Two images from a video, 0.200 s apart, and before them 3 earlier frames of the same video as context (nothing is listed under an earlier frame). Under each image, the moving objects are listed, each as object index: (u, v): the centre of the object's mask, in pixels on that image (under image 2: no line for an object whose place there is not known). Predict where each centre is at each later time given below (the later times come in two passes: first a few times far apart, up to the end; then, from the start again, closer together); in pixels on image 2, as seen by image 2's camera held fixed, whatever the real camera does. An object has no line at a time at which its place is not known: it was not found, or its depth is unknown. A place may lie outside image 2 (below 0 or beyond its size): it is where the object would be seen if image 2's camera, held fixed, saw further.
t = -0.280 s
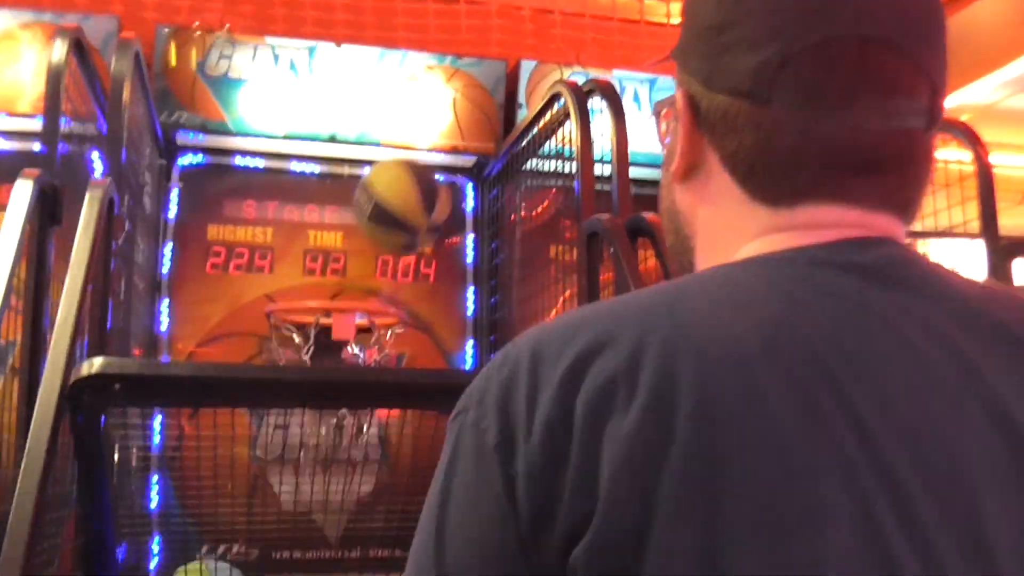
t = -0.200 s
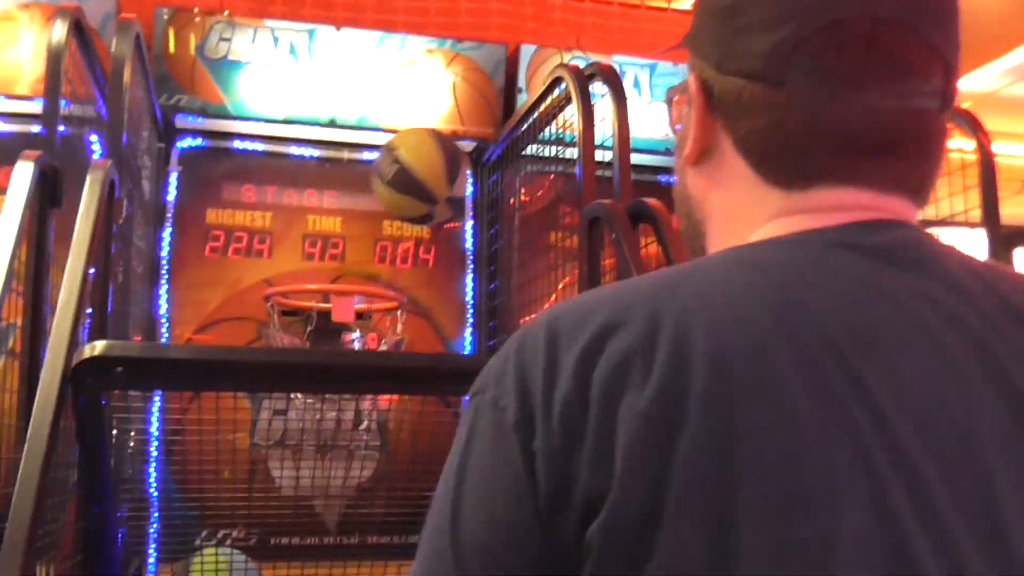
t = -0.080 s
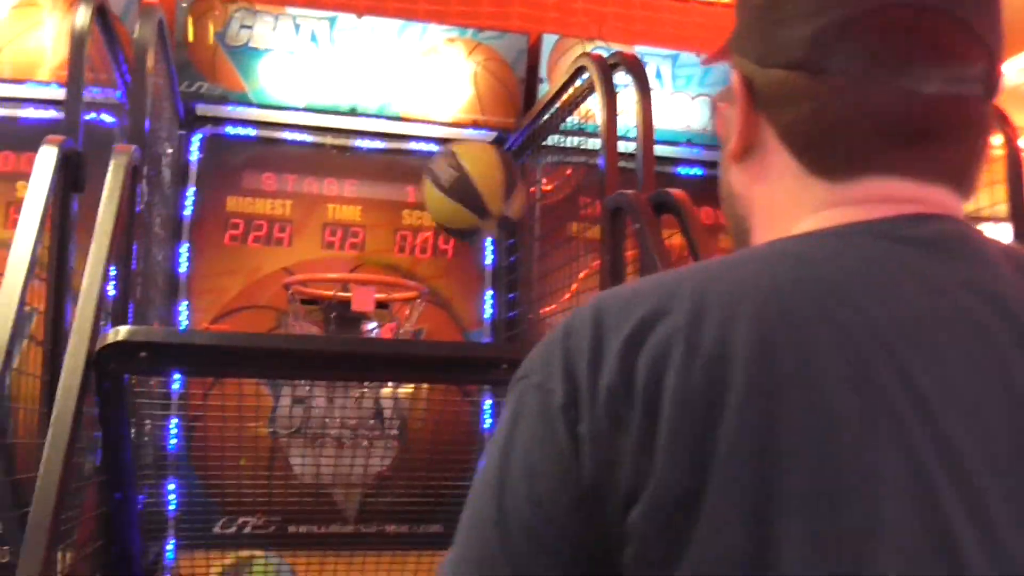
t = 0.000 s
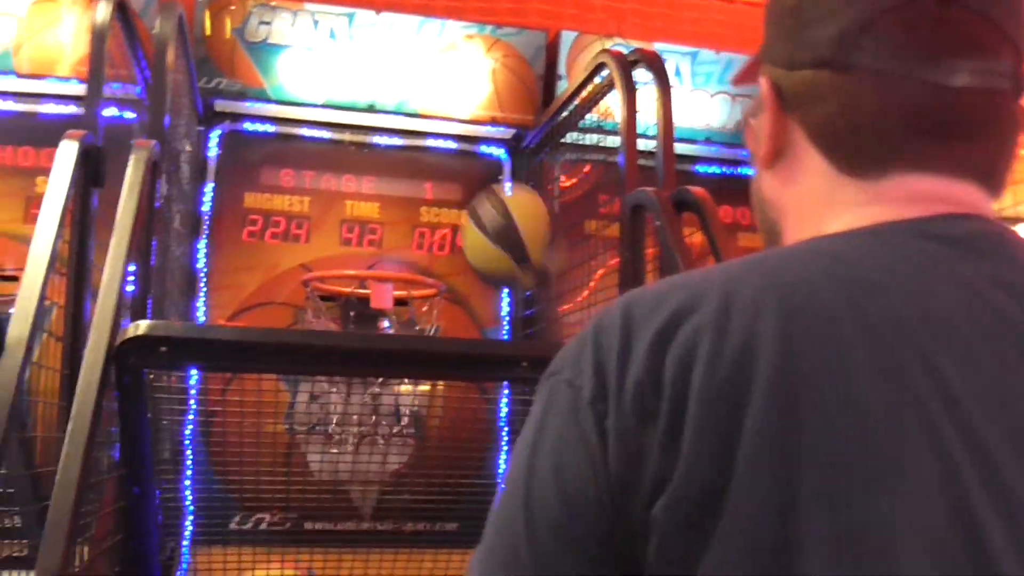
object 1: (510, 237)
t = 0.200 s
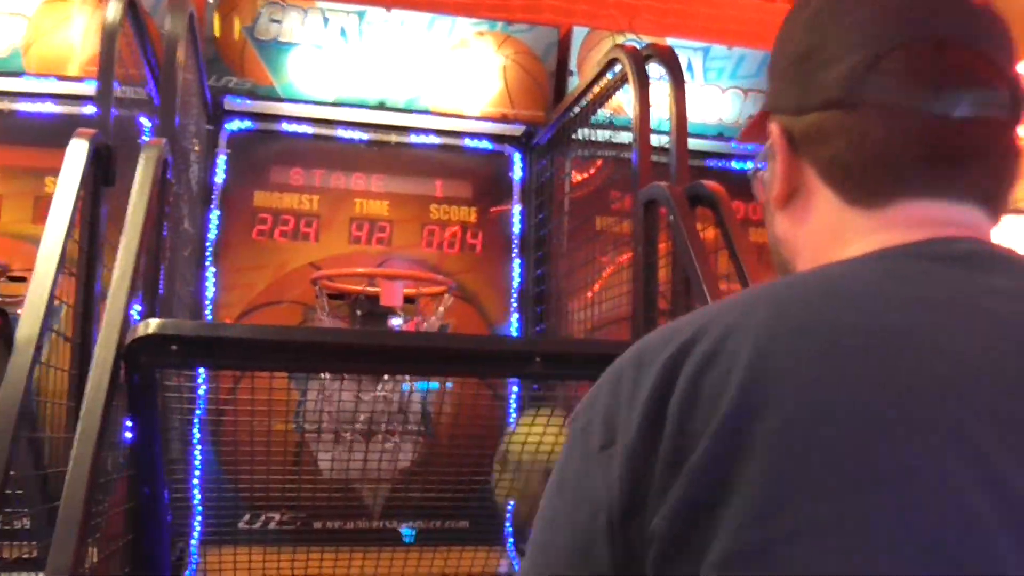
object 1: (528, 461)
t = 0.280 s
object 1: (506, 527)
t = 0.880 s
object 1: (429, 501)
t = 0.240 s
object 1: (520, 507)
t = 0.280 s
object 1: (506, 527)
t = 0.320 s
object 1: (496, 531)
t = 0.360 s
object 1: (482, 539)
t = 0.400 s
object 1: (465, 545)
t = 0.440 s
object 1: (457, 545)
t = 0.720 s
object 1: (425, 447)
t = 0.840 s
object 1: (430, 481)
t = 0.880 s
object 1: (429, 501)
